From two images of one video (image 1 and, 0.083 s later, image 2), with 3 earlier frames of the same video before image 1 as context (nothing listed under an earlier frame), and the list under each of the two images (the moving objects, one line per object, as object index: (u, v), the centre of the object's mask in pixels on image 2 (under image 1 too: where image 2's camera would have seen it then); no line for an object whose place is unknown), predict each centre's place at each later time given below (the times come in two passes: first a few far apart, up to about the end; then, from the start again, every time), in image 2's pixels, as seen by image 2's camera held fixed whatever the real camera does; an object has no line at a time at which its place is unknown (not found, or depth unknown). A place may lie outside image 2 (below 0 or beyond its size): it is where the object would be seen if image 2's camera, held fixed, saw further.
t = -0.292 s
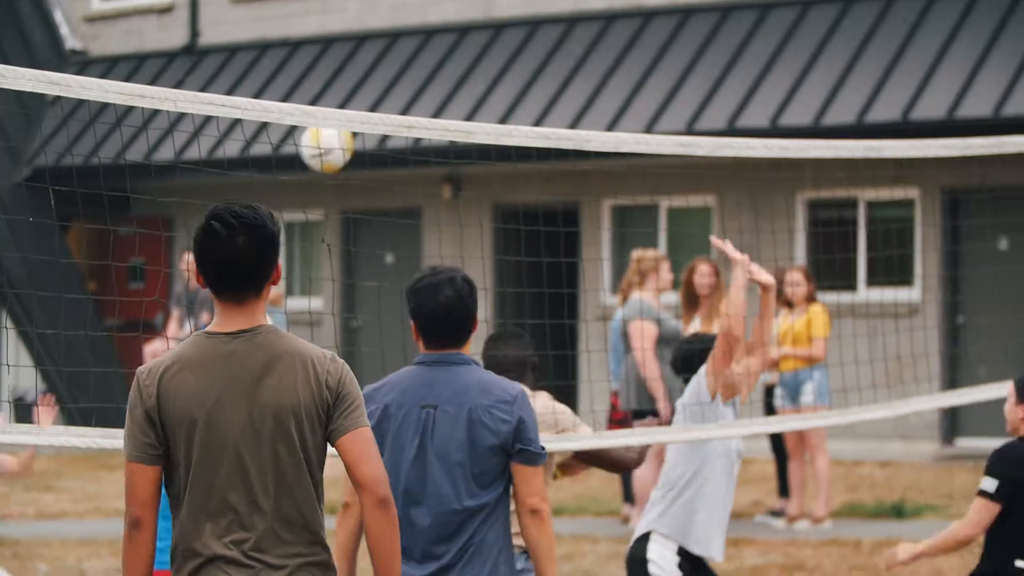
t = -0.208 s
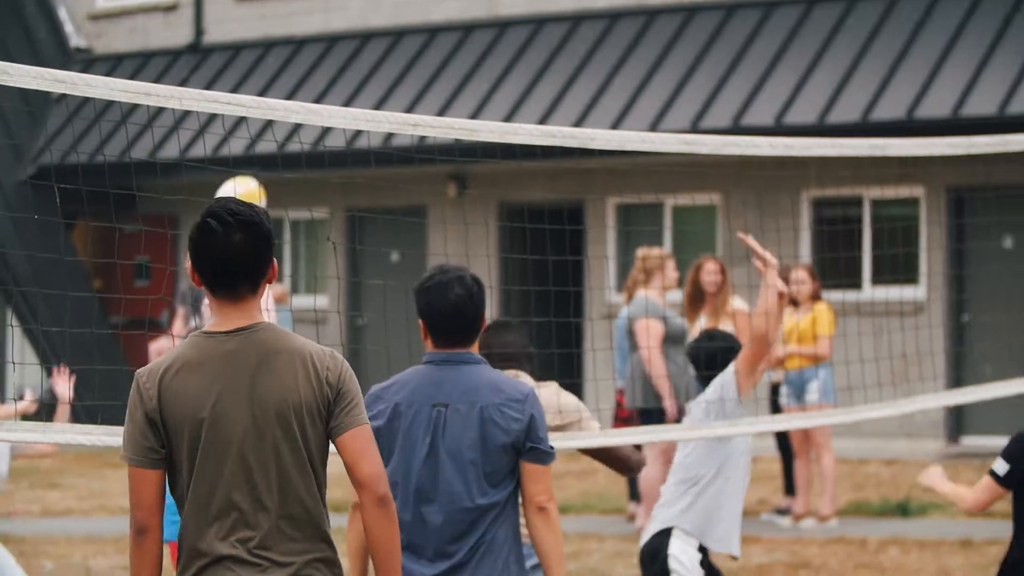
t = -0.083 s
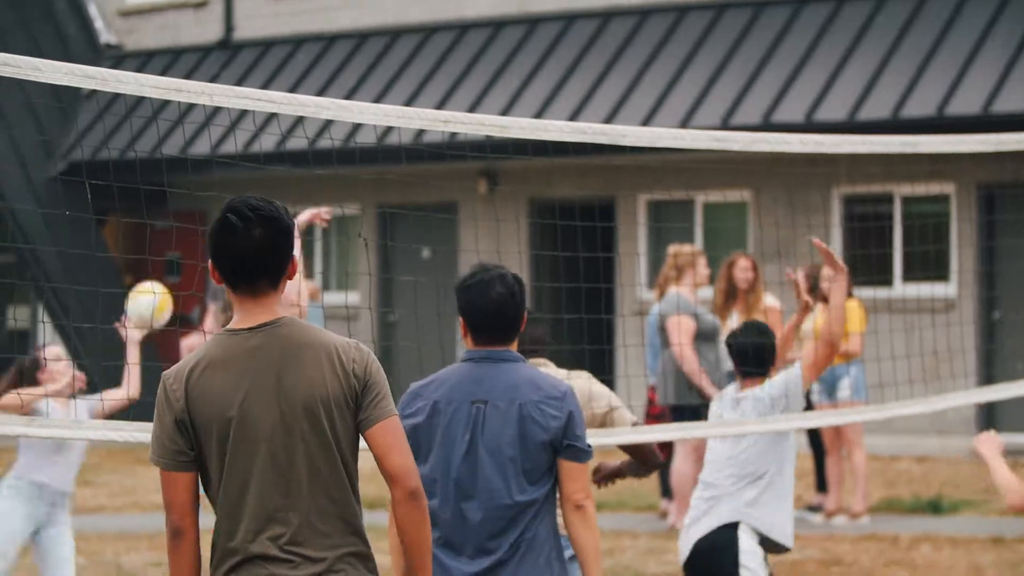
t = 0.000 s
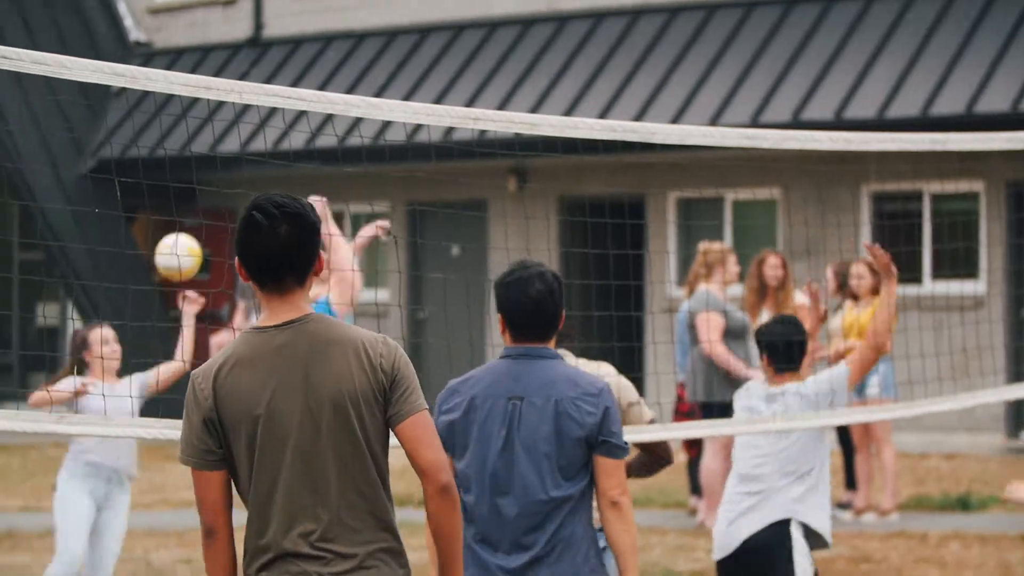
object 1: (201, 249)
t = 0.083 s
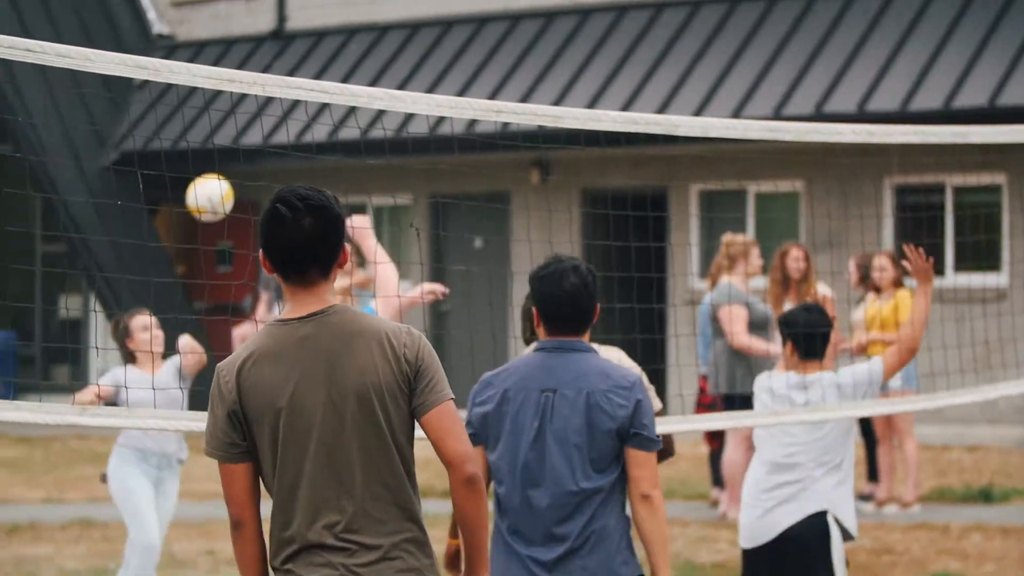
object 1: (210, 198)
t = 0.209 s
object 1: (224, 147)
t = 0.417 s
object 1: (245, 135)
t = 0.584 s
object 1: (262, 190)
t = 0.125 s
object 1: (215, 177)
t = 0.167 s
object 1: (220, 160)
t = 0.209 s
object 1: (224, 147)
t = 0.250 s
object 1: (228, 137)
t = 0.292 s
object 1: (234, 131)
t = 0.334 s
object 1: (239, 128)
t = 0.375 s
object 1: (242, 130)
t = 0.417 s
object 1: (245, 135)
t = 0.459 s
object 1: (250, 143)
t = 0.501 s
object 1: (255, 155)
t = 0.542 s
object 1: (258, 171)
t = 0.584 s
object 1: (262, 190)
